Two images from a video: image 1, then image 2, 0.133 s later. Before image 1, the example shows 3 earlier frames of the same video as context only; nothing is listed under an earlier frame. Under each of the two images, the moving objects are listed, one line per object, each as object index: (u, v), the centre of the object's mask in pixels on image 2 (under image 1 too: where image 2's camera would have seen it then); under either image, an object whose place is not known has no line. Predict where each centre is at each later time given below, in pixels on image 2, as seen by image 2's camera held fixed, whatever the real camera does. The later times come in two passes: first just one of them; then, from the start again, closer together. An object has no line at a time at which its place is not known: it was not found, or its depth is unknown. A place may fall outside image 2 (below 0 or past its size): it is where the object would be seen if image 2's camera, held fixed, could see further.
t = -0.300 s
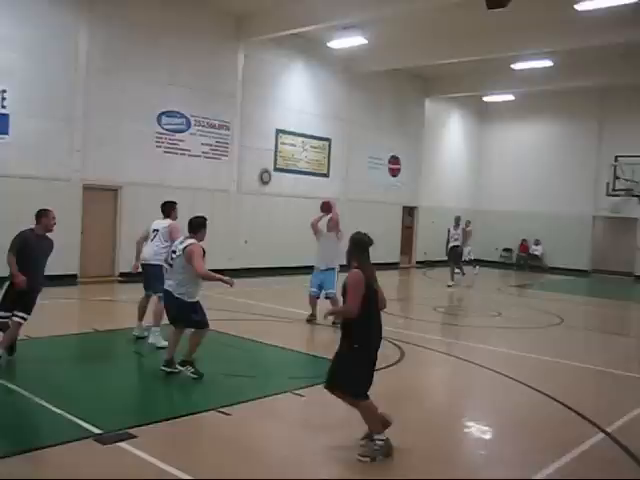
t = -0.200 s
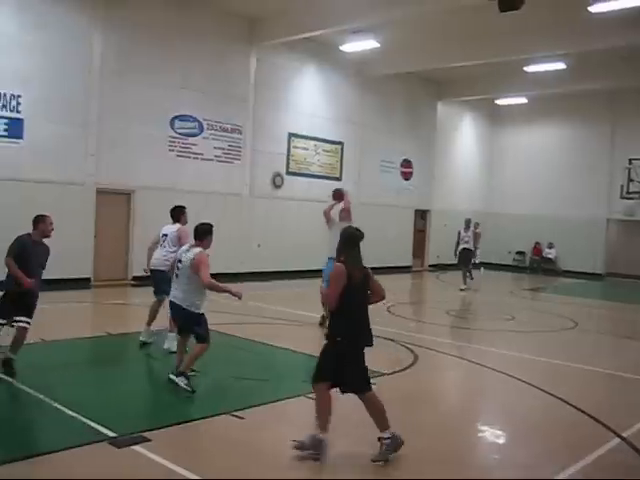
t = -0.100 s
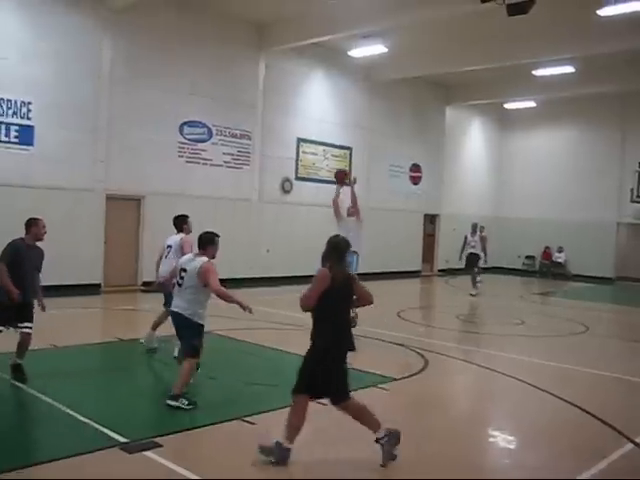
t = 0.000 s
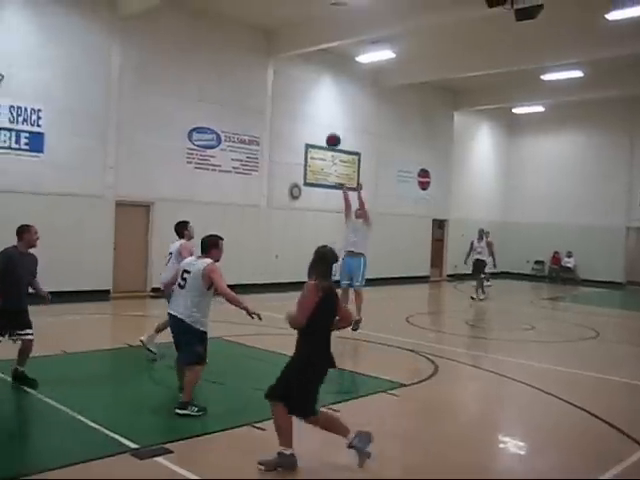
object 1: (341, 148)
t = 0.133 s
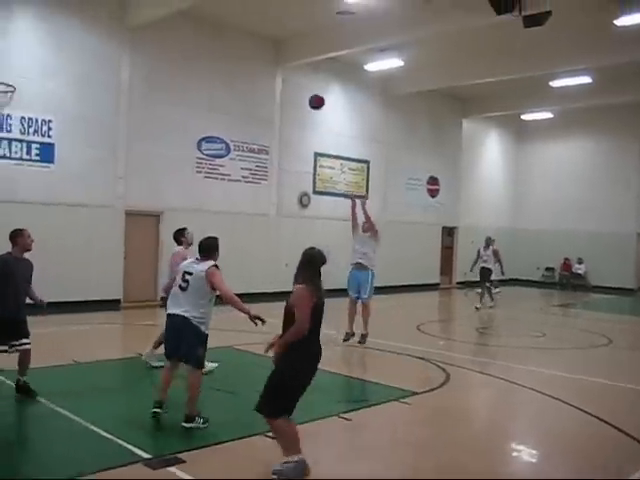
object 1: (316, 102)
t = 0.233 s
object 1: (296, 71)
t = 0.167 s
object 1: (310, 91)
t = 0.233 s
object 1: (296, 71)
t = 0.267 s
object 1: (289, 63)
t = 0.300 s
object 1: (282, 54)
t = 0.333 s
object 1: (274, 46)
